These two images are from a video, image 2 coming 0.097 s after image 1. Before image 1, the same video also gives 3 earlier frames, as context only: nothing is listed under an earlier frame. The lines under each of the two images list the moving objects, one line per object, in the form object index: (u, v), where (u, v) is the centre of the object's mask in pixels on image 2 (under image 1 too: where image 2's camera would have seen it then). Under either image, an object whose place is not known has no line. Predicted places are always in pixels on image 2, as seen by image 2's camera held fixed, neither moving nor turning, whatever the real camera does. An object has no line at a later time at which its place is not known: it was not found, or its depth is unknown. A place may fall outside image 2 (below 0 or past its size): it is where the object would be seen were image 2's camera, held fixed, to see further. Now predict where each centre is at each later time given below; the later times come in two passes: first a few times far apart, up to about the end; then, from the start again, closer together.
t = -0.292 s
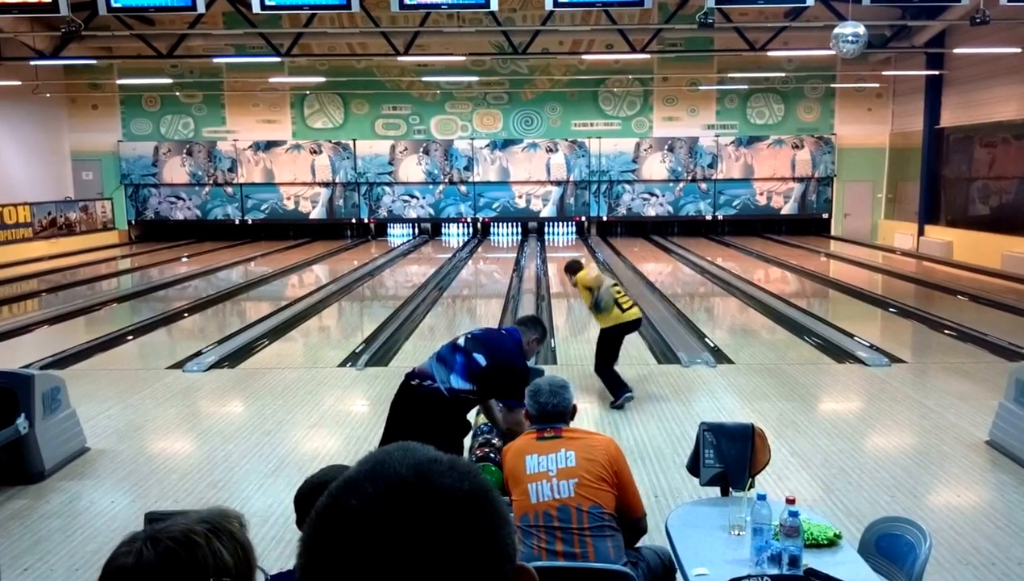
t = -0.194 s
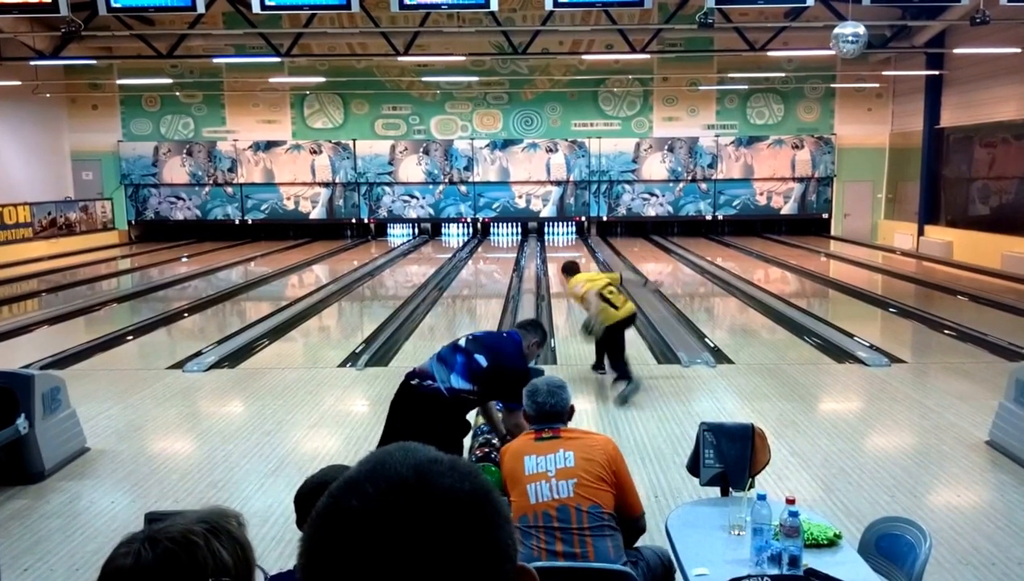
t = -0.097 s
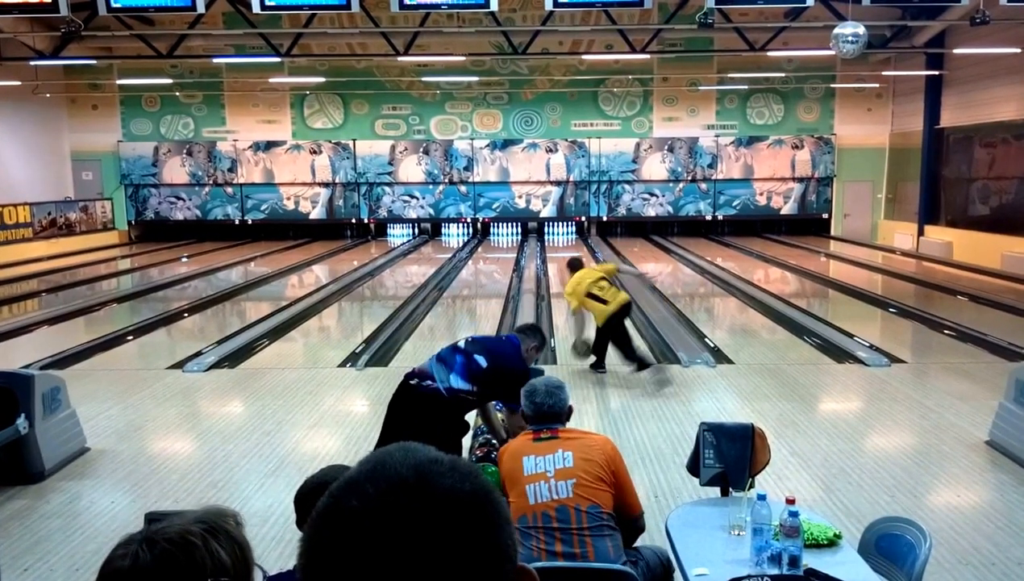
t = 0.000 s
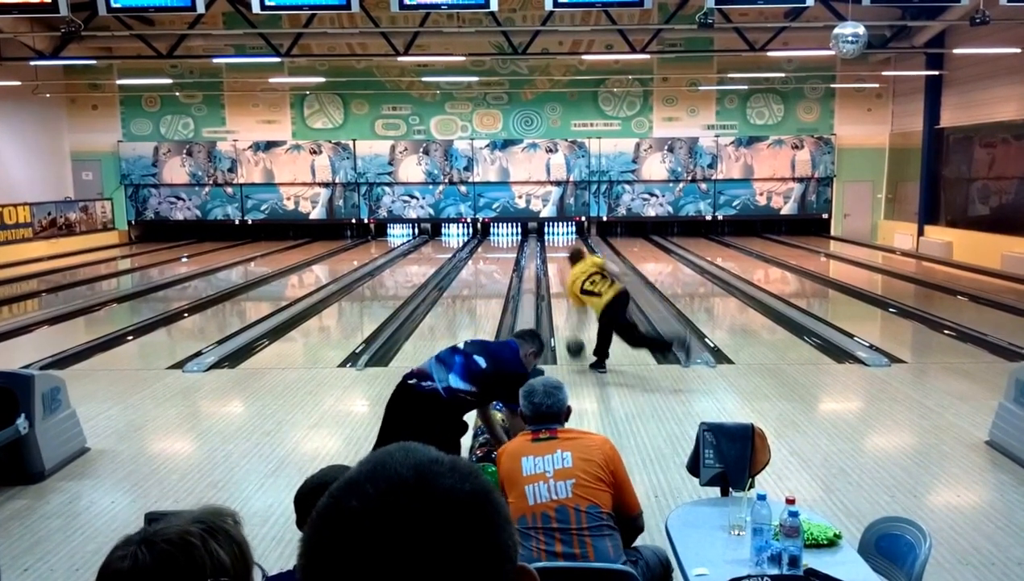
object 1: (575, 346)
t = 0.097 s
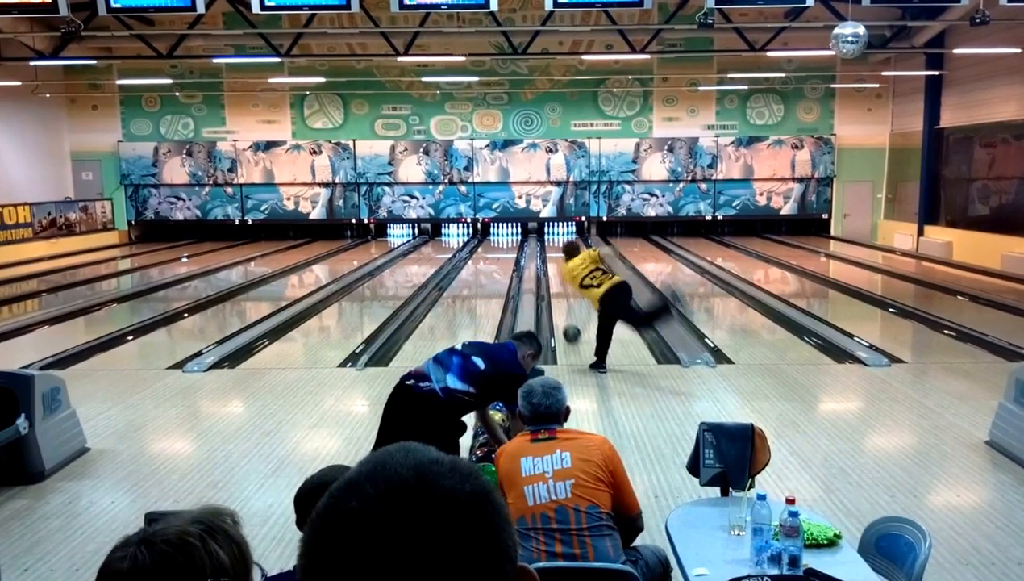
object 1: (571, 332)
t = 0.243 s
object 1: (566, 316)
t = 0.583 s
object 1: (557, 288)
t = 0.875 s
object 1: (555, 271)
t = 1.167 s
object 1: (553, 261)
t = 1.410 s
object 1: (552, 253)
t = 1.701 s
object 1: (551, 245)
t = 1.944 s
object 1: (551, 239)
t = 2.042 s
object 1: (552, 237)
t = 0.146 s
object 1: (570, 327)
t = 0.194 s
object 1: (568, 320)
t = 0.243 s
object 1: (566, 316)
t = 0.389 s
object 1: (562, 301)
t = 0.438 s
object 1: (561, 299)
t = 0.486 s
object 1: (561, 295)
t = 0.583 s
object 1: (557, 288)
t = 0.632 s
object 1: (558, 285)
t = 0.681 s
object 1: (558, 281)
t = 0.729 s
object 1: (557, 279)
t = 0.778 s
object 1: (557, 276)
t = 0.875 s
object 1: (555, 271)
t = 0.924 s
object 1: (555, 269)
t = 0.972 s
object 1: (554, 267)
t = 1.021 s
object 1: (554, 265)
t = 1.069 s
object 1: (554, 262)
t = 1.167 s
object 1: (553, 261)
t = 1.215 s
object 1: (553, 259)
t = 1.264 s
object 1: (553, 257)
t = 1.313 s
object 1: (553, 256)
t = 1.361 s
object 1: (552, 254)
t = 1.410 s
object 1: (552, 253)
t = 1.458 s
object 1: (552, 251)
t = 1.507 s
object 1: (551, 250)
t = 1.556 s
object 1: (551, 249)
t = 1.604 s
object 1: (551, 247)
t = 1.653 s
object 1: (551, 246)
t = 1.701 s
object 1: (551, 245)
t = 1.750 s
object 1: (551, 243)
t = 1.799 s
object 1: (551, 242)
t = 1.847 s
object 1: (551, 241)
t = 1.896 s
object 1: (551, 240)
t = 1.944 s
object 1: (551, 239)
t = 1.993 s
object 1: (552, 238)
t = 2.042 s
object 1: (552, 237)
